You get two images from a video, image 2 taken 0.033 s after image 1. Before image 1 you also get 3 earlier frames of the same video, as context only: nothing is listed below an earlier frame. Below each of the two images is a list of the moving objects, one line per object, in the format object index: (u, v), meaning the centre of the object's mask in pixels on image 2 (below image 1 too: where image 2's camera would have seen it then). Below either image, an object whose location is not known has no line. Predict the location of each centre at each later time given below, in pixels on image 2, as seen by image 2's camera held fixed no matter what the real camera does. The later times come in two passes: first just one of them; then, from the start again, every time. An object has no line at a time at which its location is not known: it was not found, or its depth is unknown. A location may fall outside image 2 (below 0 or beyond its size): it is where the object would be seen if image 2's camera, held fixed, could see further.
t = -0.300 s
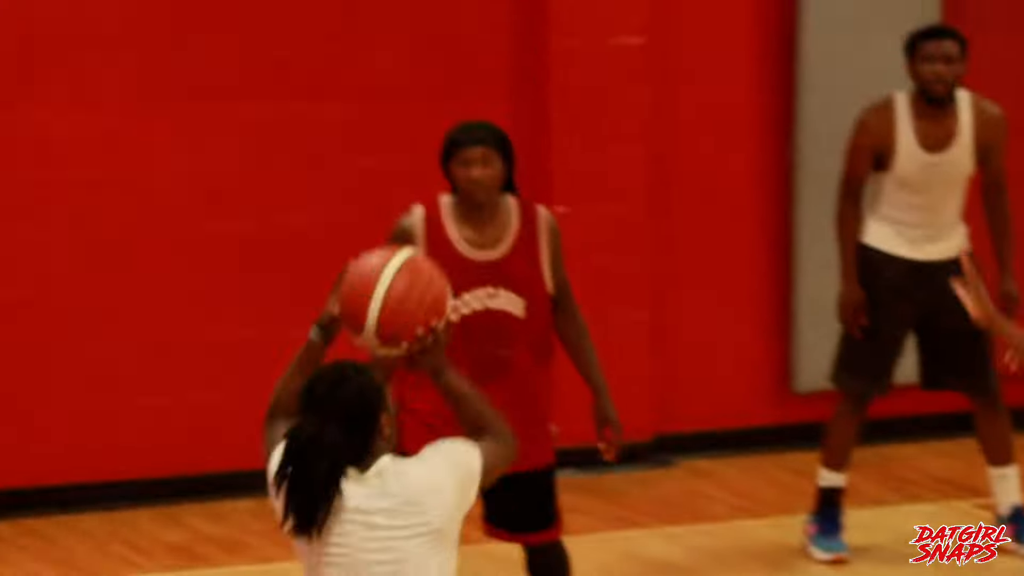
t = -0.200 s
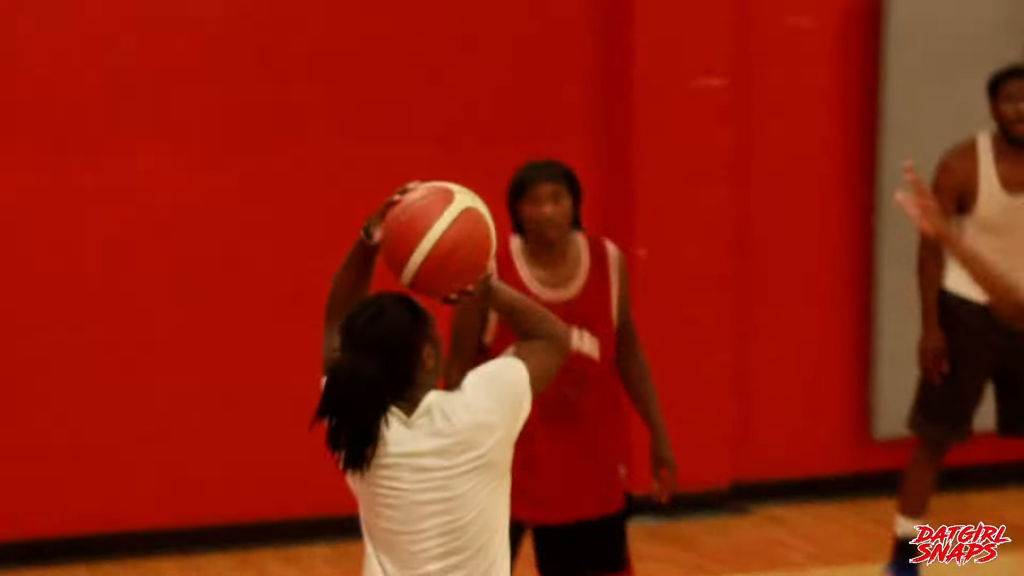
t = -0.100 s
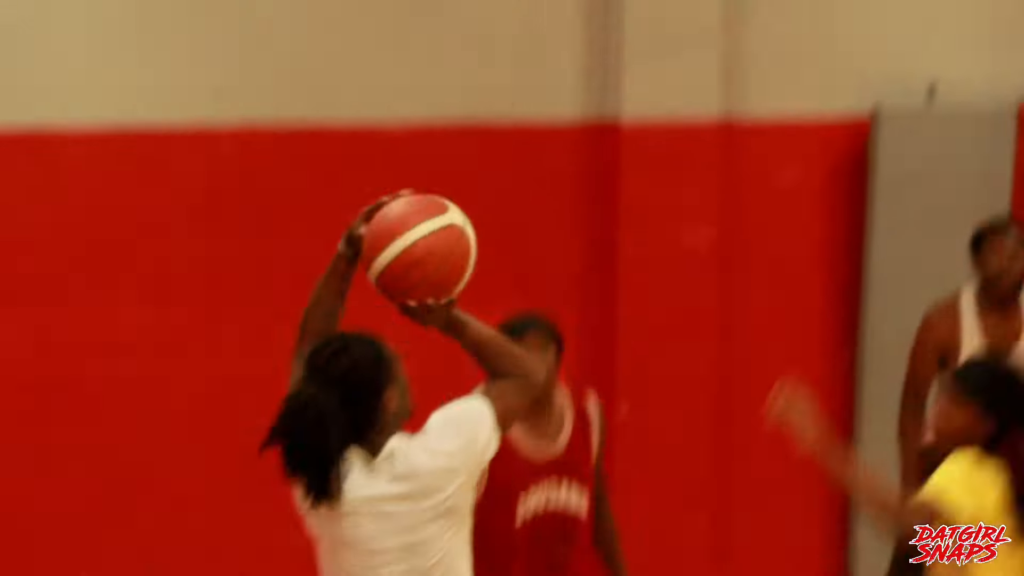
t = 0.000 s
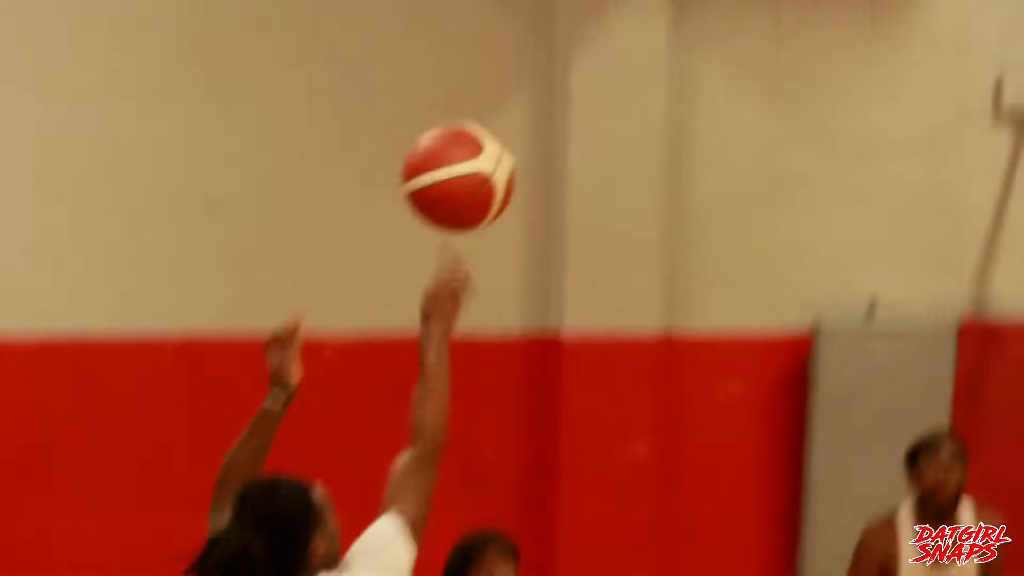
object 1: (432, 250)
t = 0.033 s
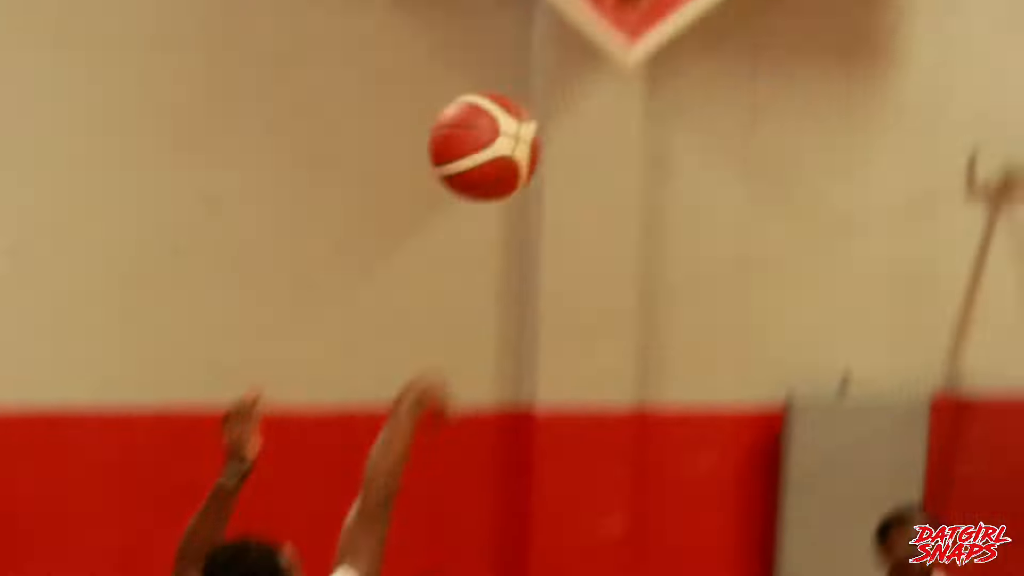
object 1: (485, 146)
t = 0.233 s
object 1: (764, -340)
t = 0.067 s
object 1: (535, 50)
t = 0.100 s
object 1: (585, -38)
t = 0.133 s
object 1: (629, -119)
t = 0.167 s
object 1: (674, -197)
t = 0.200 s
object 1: (718, -272)
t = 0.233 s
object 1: (764, -340)
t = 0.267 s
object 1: (809, -403)
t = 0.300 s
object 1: (852, -460)
